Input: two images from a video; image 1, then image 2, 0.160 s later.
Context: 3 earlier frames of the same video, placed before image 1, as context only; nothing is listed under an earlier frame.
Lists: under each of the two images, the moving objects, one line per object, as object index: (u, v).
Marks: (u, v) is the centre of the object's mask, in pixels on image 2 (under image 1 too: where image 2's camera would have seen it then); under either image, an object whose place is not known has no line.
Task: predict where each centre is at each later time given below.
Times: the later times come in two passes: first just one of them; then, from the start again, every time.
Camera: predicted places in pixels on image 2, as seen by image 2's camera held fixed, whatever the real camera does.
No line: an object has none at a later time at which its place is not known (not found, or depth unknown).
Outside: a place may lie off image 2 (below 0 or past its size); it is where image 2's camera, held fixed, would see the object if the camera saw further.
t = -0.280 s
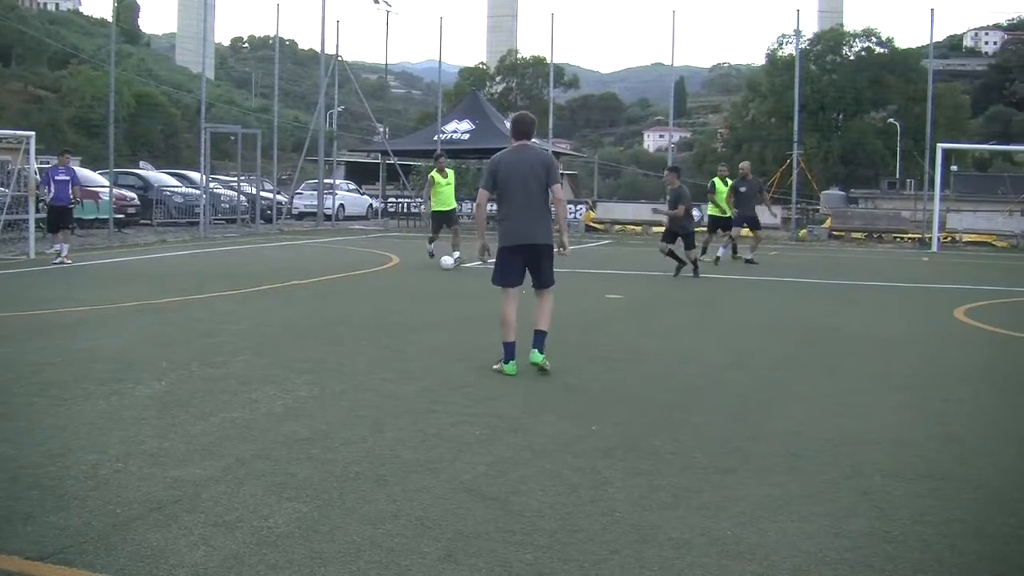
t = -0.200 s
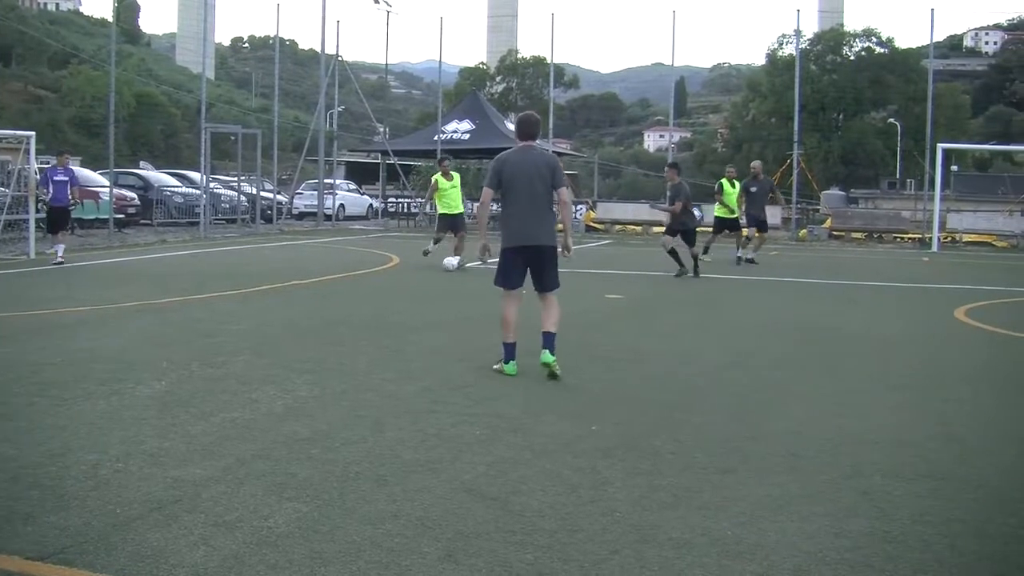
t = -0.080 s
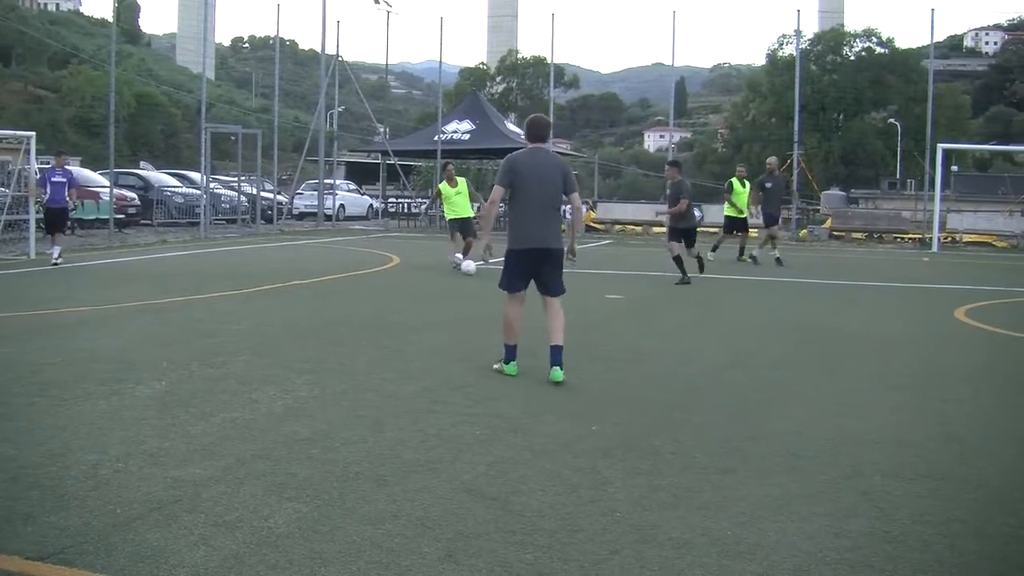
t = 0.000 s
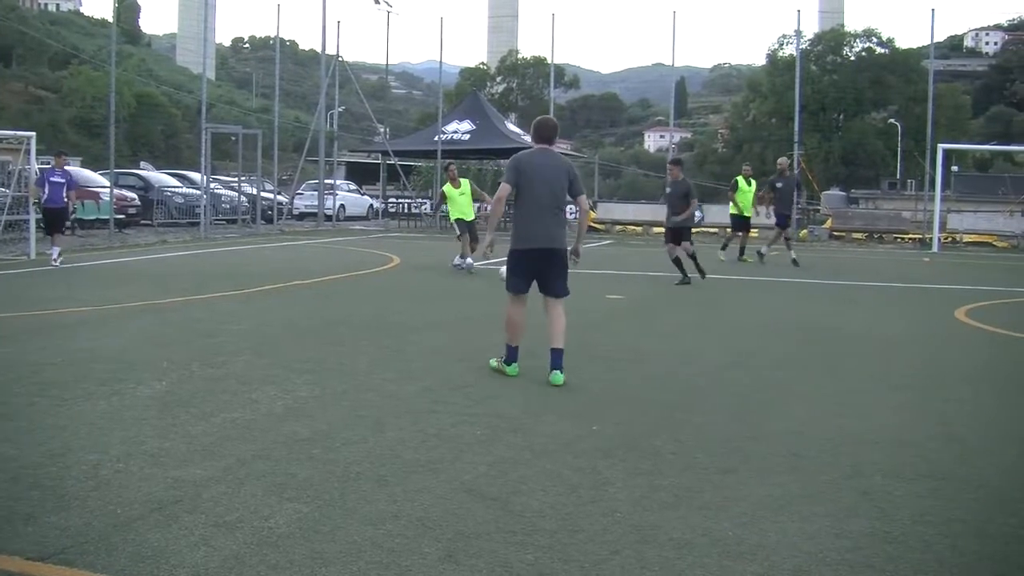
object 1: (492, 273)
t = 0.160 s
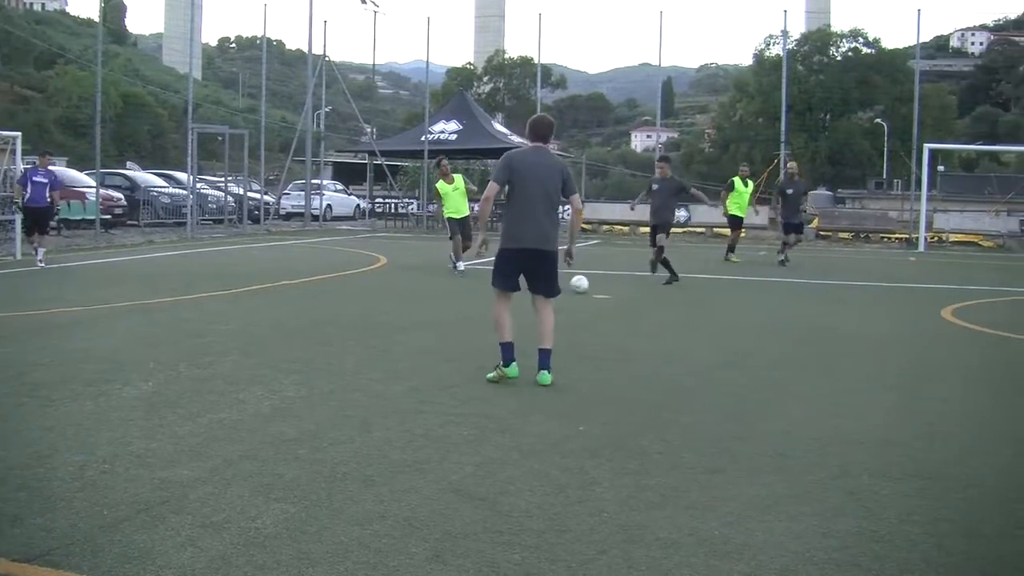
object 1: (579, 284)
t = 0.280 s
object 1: (645, 294)
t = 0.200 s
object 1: (600, 287)
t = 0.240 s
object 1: (622, 290)
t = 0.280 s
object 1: (645, 294)
